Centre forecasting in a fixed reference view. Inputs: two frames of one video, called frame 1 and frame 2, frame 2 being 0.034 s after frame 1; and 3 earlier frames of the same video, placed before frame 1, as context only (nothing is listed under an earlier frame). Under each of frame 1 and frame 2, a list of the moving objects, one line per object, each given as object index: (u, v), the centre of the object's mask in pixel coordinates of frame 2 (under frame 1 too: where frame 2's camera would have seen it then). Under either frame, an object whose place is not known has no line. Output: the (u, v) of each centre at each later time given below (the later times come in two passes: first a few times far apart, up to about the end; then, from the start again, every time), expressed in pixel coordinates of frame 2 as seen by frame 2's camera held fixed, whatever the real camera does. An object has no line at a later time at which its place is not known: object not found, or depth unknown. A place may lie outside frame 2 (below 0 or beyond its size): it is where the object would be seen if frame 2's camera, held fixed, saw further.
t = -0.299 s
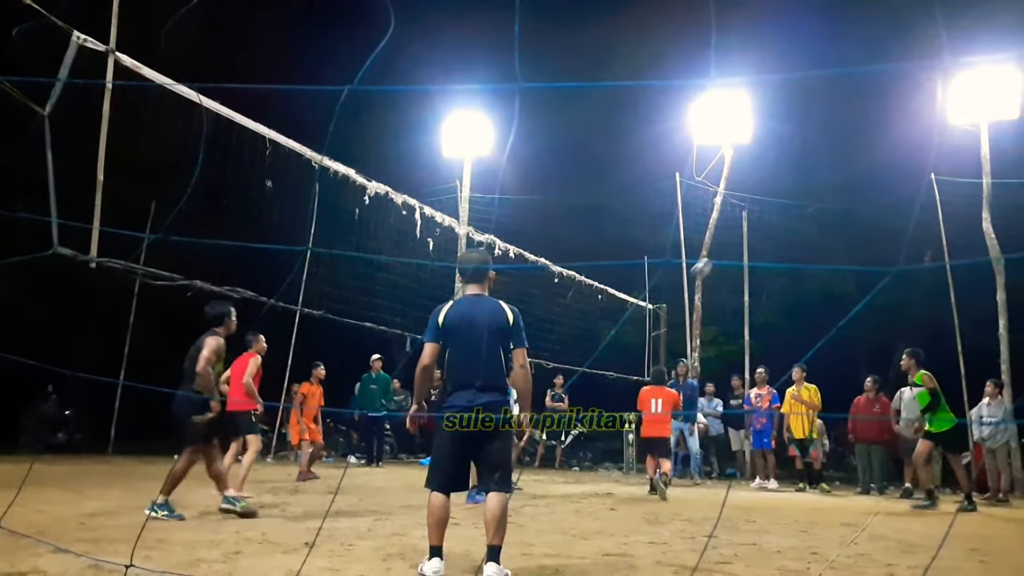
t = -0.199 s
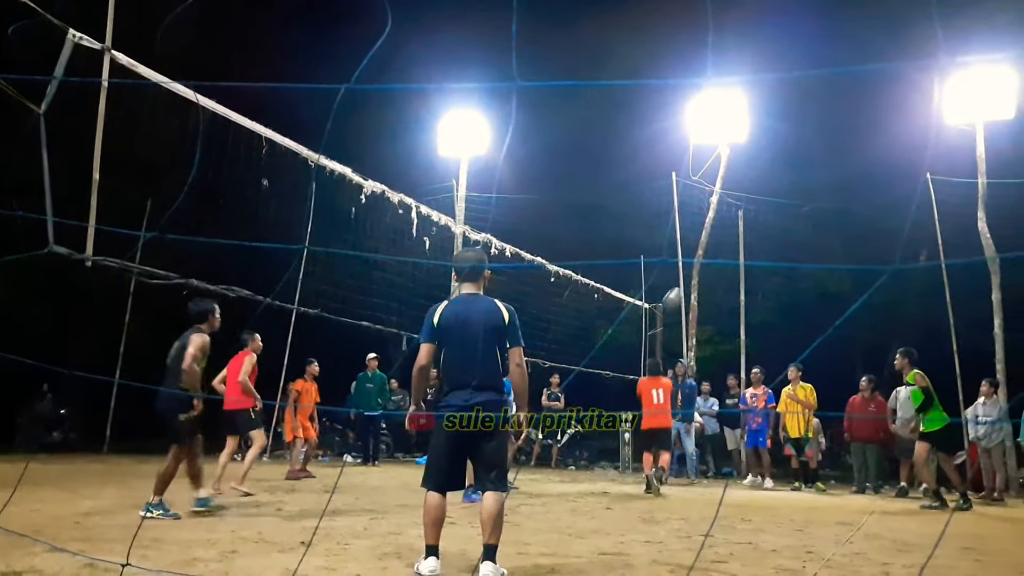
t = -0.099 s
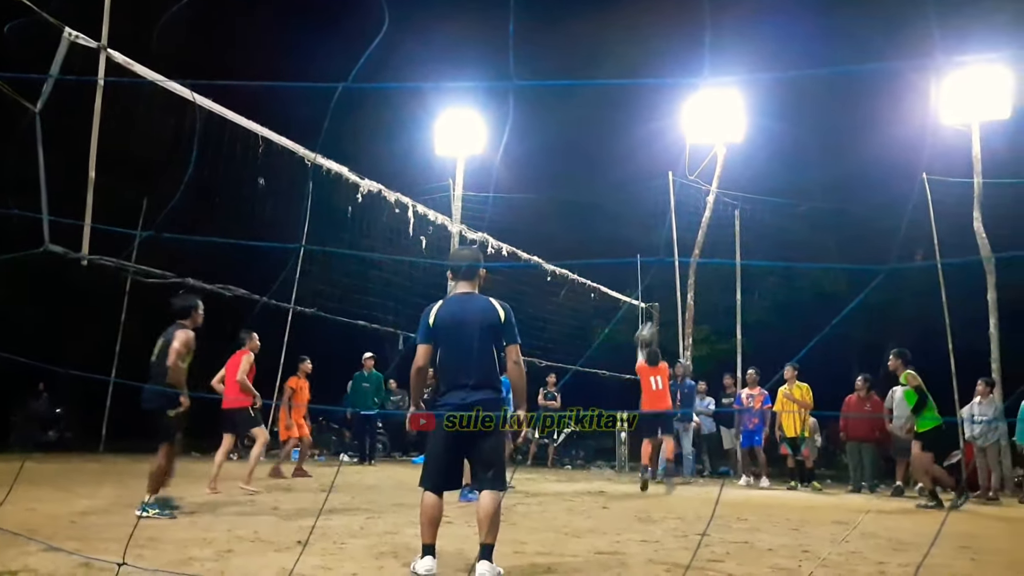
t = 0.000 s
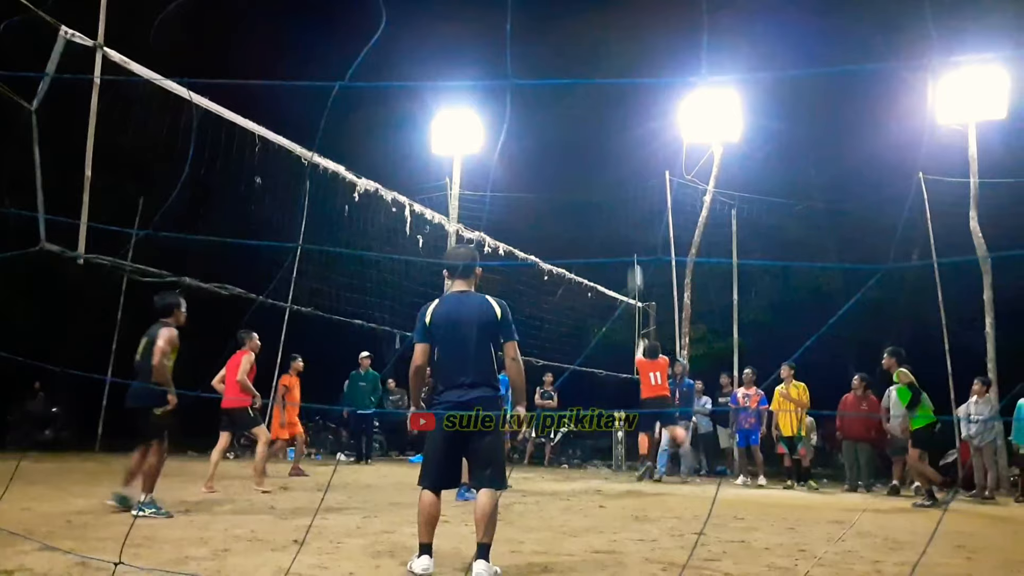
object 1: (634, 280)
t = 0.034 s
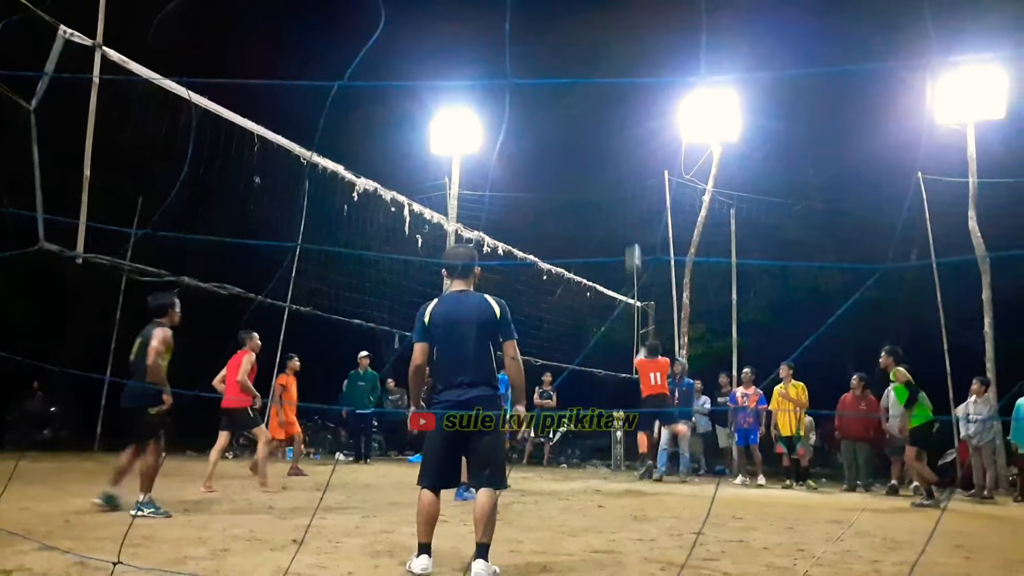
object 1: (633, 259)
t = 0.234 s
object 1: (627, 159)
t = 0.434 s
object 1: (620, 97)
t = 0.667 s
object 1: (613, 61)
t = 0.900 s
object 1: (606, 61)
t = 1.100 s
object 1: (600, 87)
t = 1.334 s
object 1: (593, 144)
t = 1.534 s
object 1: (586, 214)
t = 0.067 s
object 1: (632, 239)
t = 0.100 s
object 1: (631, 221)
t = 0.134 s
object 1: (630, 203)
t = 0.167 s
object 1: (629, 187)
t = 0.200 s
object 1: (628, 174)
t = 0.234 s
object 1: (627, 159)
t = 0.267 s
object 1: (626, 146)
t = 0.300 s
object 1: (625, 134)
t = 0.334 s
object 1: (623, 123)
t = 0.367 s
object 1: (622, 114)
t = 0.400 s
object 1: (621, 105)
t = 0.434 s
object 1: (620, 97)
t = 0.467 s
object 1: (619, 89)
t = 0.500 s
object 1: (618, 83)
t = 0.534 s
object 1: (617, 77)
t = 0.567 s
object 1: (616, 72)
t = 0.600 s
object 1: (615, 68)
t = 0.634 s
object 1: (614, 64)
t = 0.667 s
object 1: (613, 61)
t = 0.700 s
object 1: (612, 59)
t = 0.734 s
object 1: (611, 57)
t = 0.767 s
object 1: (610, 57)
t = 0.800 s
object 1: (609, 57)
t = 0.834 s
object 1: (608, 57)
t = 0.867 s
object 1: (607, 58)
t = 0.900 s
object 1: (606, 61)
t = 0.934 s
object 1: (605, 64)
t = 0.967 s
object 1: (604, 67)
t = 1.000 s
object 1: (602, 71)
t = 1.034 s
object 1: (602, 75)
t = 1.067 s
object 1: (601, 81)
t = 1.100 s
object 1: (600, 87)
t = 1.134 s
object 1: (599, 94)
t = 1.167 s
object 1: (598, 100)
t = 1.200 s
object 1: (597, 108)
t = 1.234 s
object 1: (596, 116)
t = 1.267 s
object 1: (595, 125)
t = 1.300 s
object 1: (594, 134)
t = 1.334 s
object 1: (593, 144)
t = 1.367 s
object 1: (592, 155)
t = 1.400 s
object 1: (590, 165)
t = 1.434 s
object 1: (589, 177)
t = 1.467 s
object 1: (588, 189)
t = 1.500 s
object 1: (587, 202)
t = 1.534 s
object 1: (586, 214)
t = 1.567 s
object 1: (584, 228)
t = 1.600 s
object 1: (583, 242)
